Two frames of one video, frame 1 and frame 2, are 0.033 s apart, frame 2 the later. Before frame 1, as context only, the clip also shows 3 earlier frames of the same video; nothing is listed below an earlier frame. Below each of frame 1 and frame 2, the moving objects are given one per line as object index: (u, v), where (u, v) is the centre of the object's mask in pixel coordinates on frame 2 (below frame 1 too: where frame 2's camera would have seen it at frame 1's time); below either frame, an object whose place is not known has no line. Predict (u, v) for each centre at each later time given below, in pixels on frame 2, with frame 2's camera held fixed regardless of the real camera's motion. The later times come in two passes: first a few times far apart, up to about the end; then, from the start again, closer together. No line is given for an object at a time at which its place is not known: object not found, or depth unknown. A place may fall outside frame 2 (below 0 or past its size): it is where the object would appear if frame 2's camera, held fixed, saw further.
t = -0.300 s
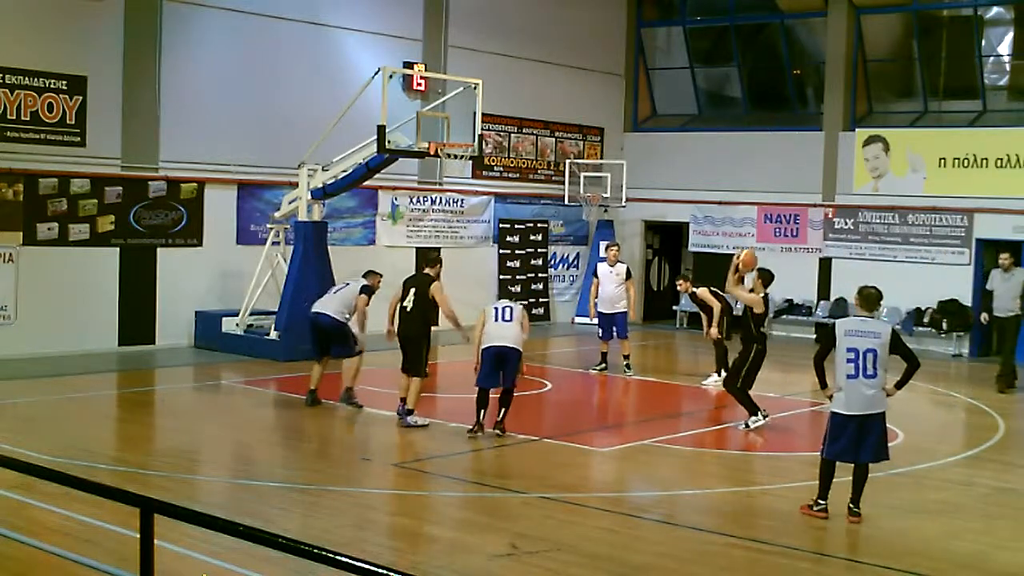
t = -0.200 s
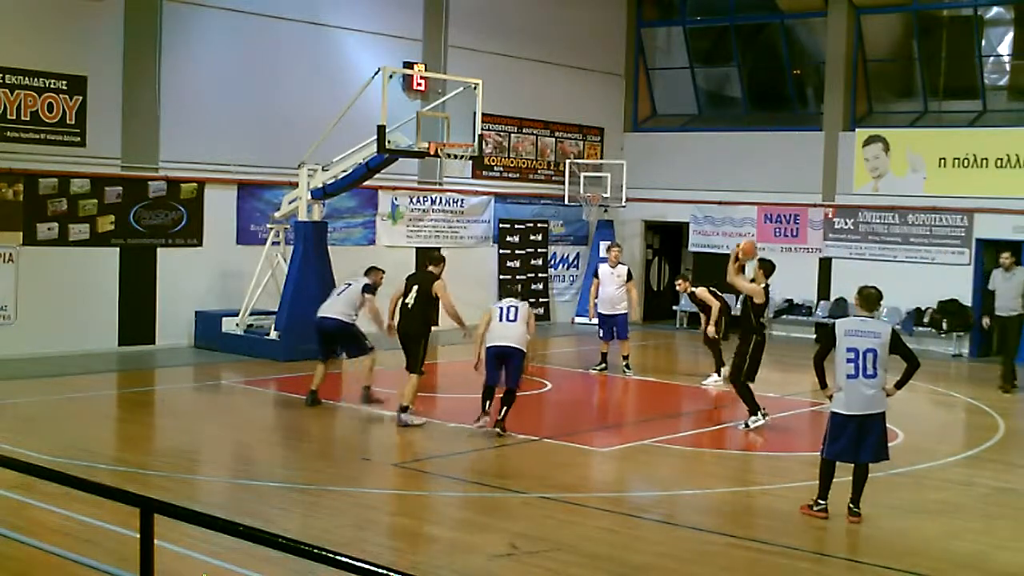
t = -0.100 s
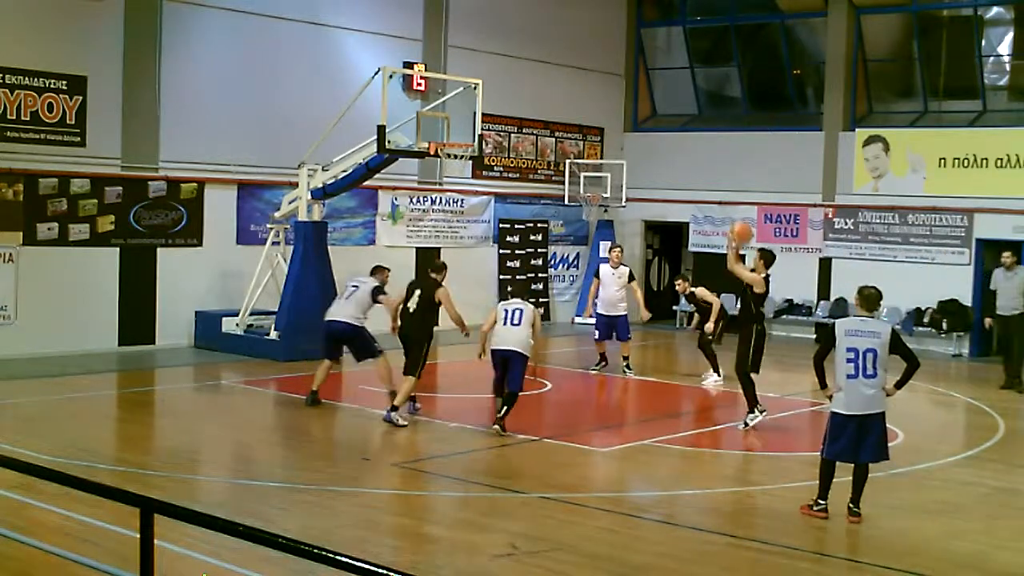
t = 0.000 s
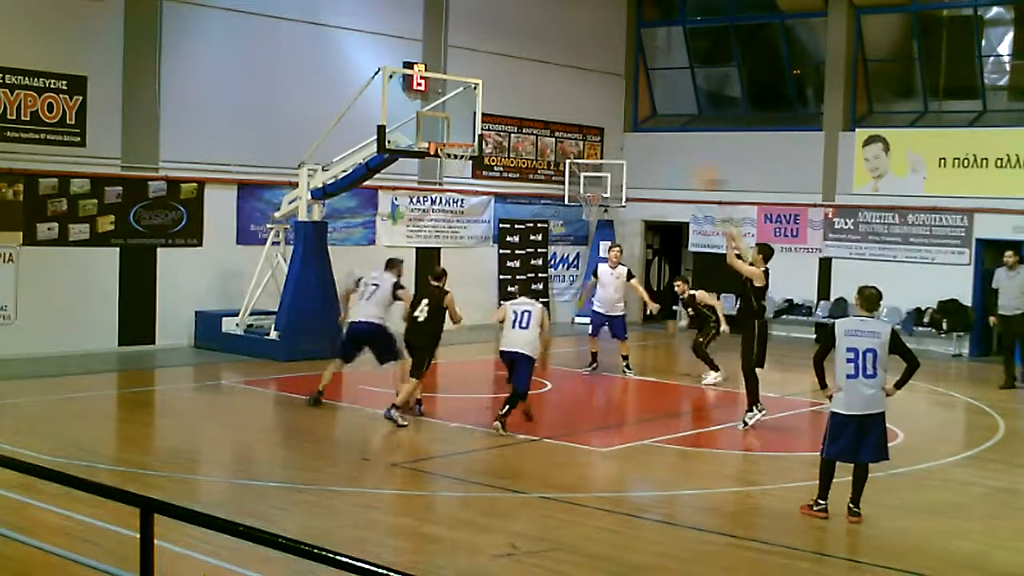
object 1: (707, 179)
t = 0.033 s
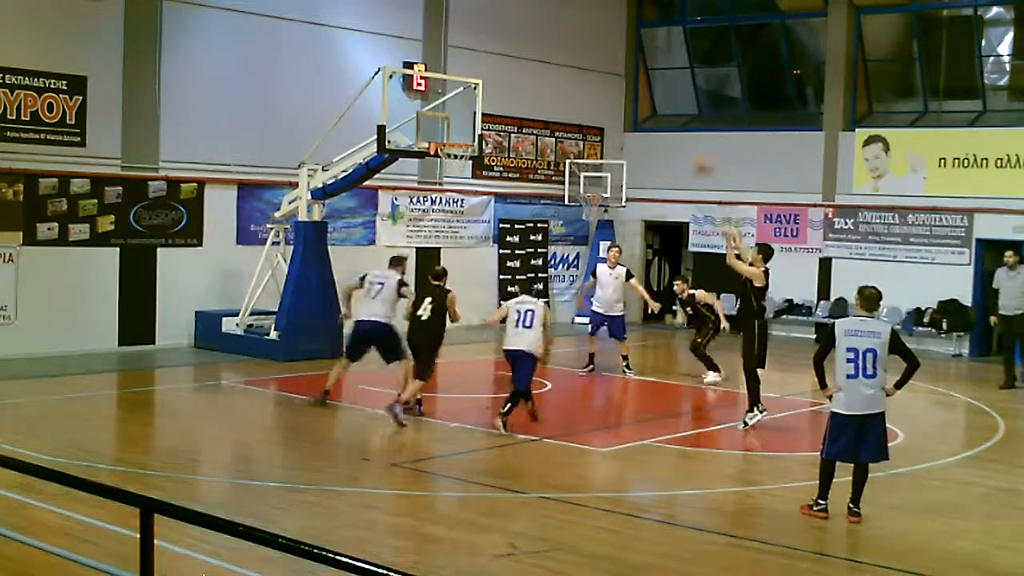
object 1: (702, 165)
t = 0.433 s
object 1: (581, 66)
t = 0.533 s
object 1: (554, 66)
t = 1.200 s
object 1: (529, 117)
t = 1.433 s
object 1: (607, 141)
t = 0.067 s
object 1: (692, 147)
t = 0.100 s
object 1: (679, 136)
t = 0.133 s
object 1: (670, 125)
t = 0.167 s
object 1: (658, 112)
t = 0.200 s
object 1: (650, 103)
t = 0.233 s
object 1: (638, 94)
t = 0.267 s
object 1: (629, 89)
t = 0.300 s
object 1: (621, 81)
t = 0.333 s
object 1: (609, 76)
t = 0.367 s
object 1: (599, 69)
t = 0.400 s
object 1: (589, 67)
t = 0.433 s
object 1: (581, 66)
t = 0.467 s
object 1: (573, 65)
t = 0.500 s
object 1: (563, 65)
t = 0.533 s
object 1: (554, 66)
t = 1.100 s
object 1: (496, 118)
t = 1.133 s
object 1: (506, 117)
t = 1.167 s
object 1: (519, 117)
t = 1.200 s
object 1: (529, 117)
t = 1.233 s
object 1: (540, 116)
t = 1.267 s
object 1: (552, 118)
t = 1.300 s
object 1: (563, 121)
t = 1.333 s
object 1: (574, 125)
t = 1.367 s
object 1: (586, 130)
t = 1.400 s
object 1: (594, 133)
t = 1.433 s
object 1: (607, 141)
